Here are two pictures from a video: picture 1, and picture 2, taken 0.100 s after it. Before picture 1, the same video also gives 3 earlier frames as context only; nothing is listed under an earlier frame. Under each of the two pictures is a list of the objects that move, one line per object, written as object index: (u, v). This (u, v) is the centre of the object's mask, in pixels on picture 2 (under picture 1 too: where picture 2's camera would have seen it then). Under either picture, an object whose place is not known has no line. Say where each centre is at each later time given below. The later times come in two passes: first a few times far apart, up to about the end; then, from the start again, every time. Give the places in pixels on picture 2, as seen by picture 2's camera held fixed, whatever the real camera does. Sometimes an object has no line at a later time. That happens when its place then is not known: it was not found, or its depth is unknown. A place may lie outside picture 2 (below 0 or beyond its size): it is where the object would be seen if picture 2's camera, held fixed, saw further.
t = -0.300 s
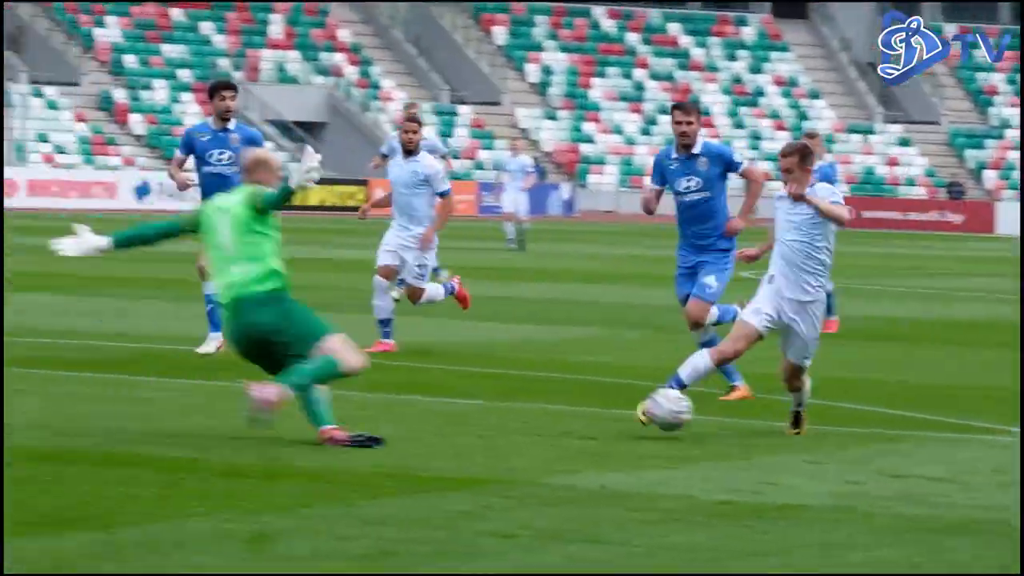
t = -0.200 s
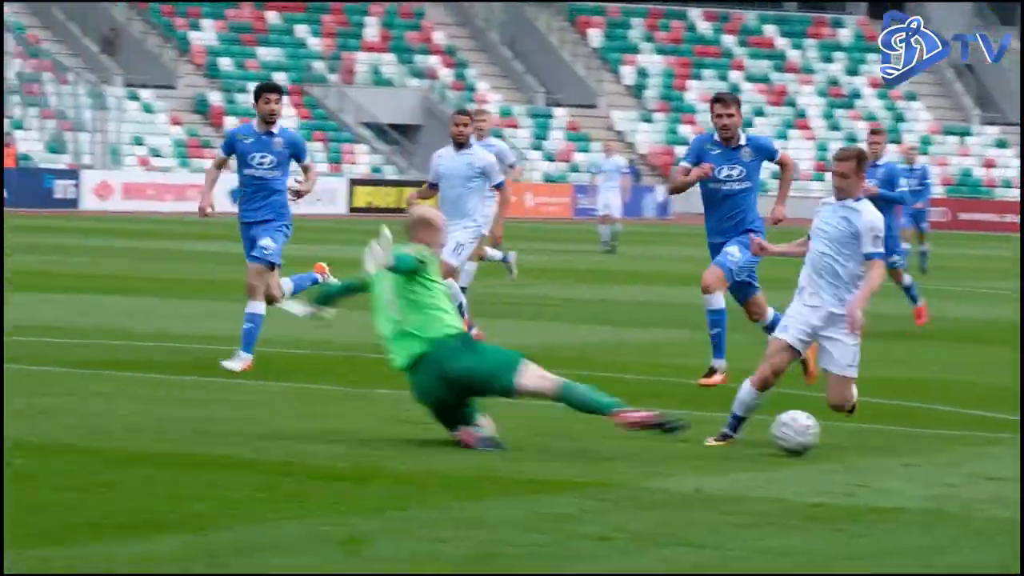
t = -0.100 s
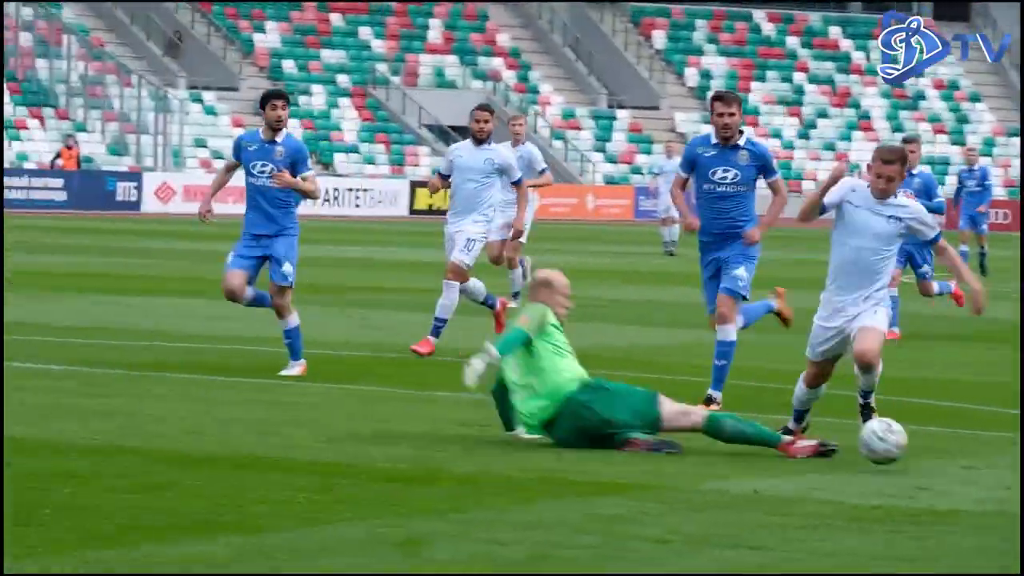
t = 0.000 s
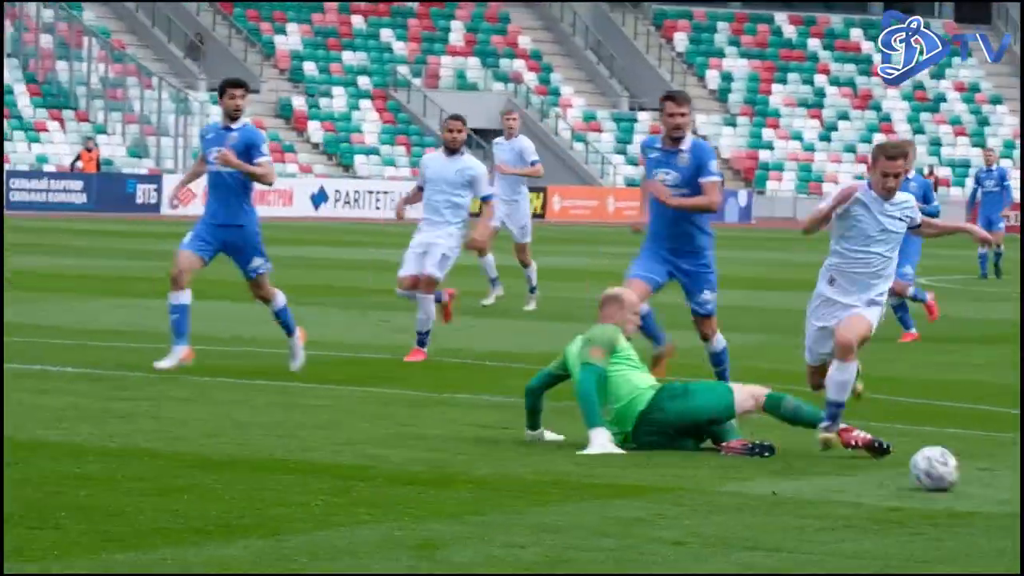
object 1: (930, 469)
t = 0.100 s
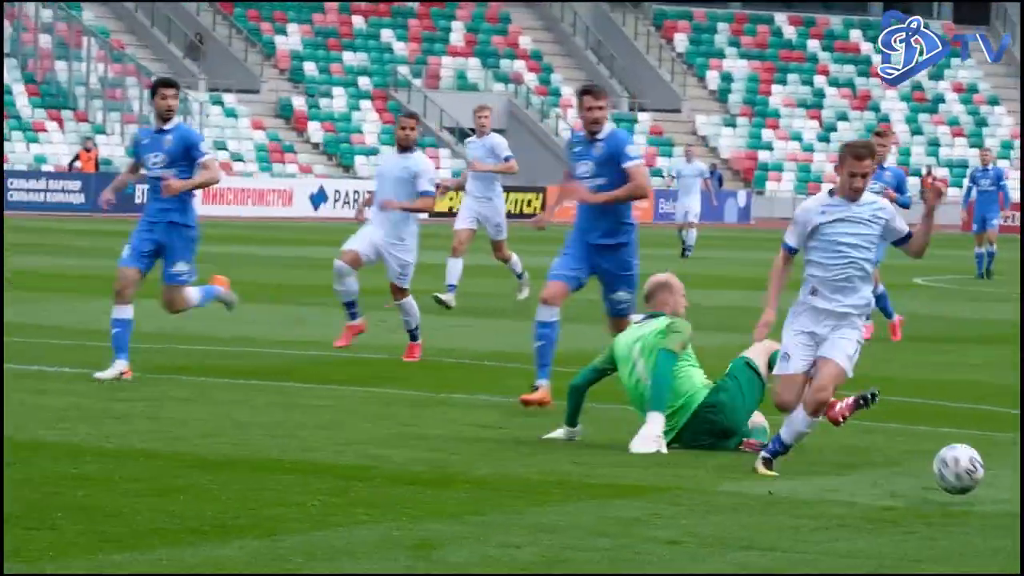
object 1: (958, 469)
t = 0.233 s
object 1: (1000, 504)
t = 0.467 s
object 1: (1062, 542)
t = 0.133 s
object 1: (968, 473)
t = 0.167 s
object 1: (978, 480)
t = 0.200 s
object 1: (990, 491)
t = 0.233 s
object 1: (1000, 504)
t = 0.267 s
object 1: (1010, 507)
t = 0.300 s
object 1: (1019, 509)
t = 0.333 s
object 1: (1029, 513)
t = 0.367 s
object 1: (1037, 519)
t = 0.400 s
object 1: (1047, 529)
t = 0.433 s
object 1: (1056, 540)
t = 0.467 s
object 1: (1062, 542)
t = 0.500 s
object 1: (1067, 542)
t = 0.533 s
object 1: (1073, 548)
